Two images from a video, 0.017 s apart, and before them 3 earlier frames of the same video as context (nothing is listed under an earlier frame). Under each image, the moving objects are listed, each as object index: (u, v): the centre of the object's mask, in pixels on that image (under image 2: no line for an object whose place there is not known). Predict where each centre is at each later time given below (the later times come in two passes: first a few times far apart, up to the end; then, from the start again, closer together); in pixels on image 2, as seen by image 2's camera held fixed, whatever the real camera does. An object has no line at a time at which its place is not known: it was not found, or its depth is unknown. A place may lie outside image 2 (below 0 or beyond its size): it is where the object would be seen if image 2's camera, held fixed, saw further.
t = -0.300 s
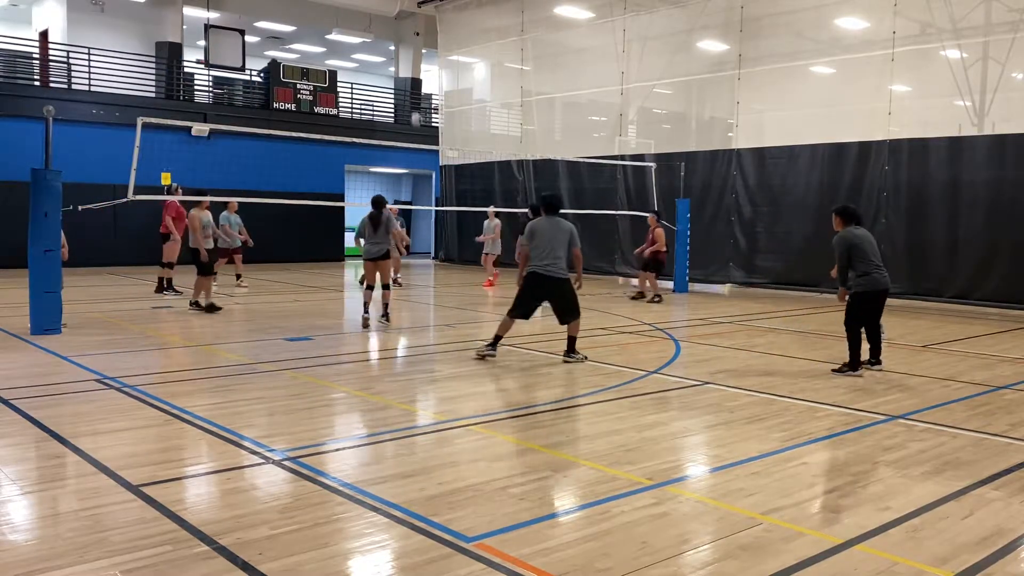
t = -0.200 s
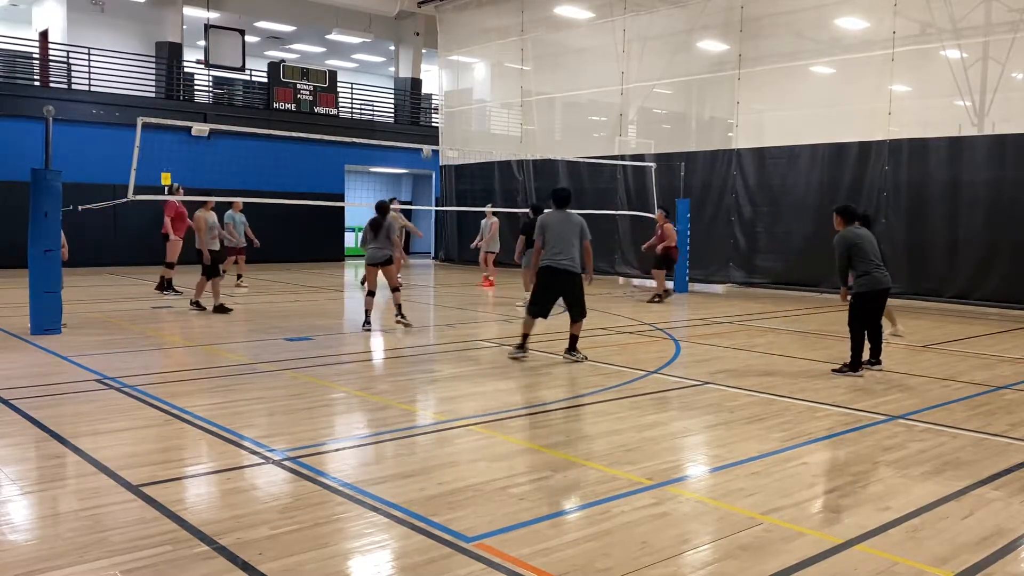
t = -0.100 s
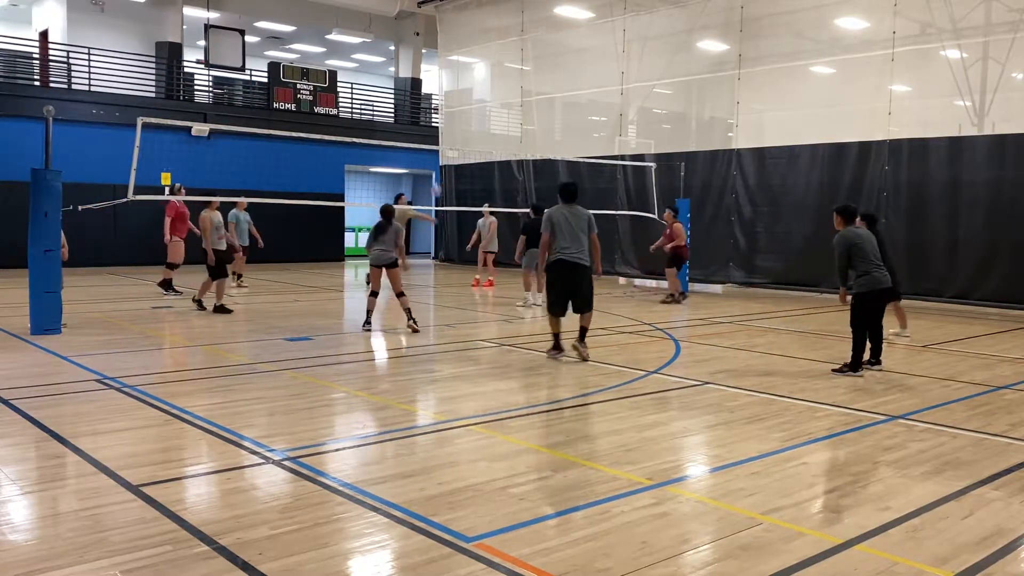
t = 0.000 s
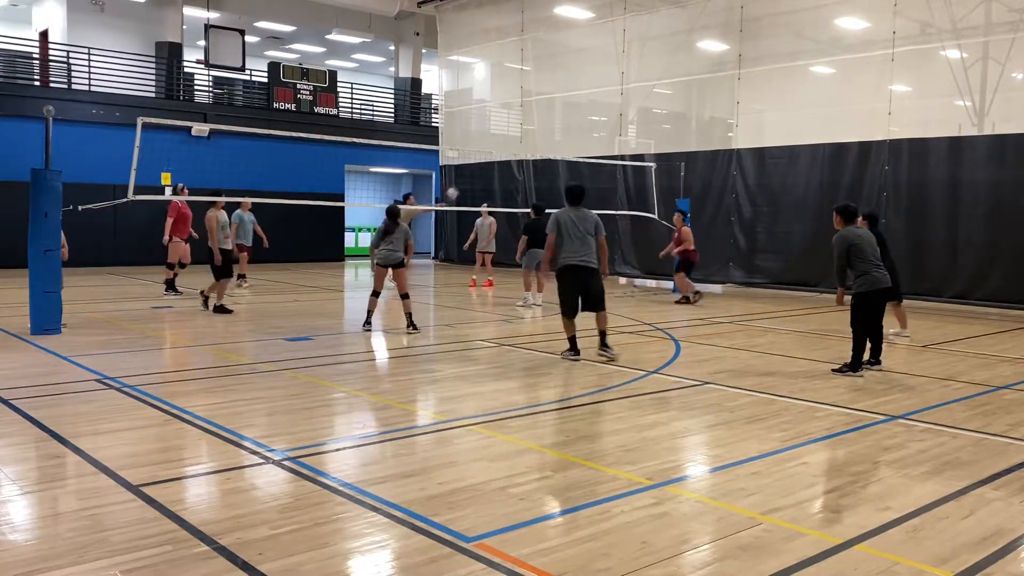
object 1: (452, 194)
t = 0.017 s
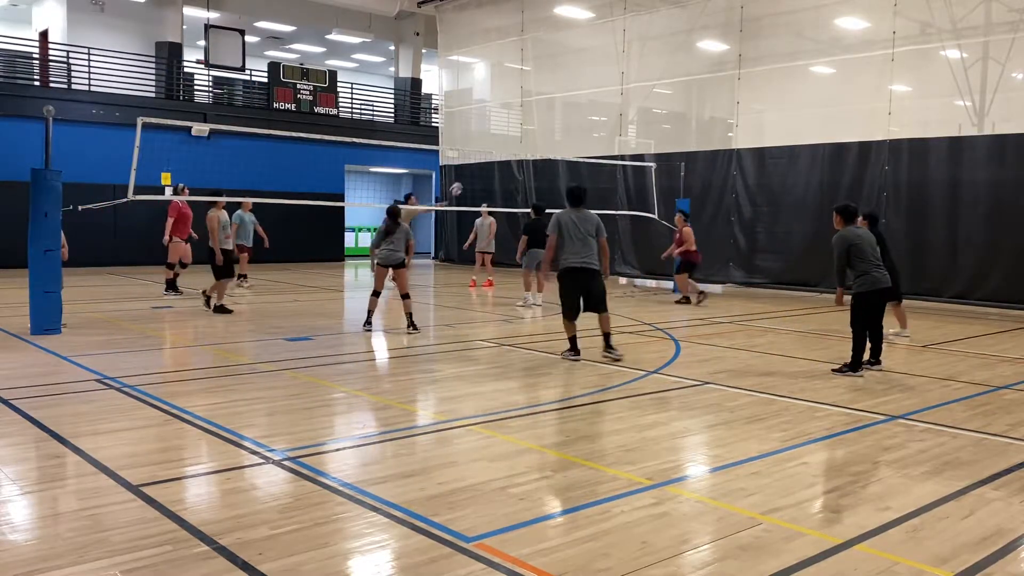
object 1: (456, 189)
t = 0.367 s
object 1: (546, 133)
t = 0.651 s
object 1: (631, 137)
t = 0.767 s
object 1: (670, 158)
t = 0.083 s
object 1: (471, 173)
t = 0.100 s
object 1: (475, 170)
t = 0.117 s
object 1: (480, 167)
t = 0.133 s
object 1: (484, 165)
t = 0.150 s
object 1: (488, 162)
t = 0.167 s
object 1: (491, 158)
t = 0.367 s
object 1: (546, 133)
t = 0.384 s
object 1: (550, 132)
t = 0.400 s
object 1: (555, 131)
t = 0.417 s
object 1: (559, 130)
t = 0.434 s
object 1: (564, 130)
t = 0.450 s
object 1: (569, 129)
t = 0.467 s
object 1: (574, 129)
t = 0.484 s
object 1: (579, 129)
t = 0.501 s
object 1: (584, 129)
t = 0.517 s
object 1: (589, 129)
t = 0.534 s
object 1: (594, 130)
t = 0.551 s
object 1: (600, 130)
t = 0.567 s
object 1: (604, 131)
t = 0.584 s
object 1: (609, 132)
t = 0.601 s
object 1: (615, 133)
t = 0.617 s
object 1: (620, 134)
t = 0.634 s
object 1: (625, 136)
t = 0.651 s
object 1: (631, 137)
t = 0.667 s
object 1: (636, 139)
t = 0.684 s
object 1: (641, 143)
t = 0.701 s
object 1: (647, 145)
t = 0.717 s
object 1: (652, 147)
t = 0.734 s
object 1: (658, 151)
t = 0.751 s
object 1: (664, 153)
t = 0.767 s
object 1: (670, 158)
